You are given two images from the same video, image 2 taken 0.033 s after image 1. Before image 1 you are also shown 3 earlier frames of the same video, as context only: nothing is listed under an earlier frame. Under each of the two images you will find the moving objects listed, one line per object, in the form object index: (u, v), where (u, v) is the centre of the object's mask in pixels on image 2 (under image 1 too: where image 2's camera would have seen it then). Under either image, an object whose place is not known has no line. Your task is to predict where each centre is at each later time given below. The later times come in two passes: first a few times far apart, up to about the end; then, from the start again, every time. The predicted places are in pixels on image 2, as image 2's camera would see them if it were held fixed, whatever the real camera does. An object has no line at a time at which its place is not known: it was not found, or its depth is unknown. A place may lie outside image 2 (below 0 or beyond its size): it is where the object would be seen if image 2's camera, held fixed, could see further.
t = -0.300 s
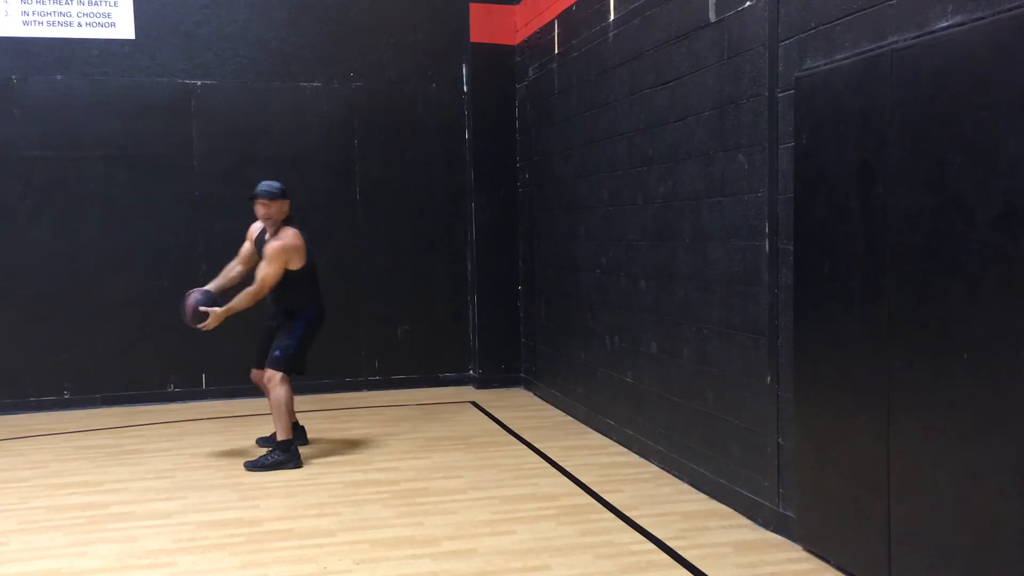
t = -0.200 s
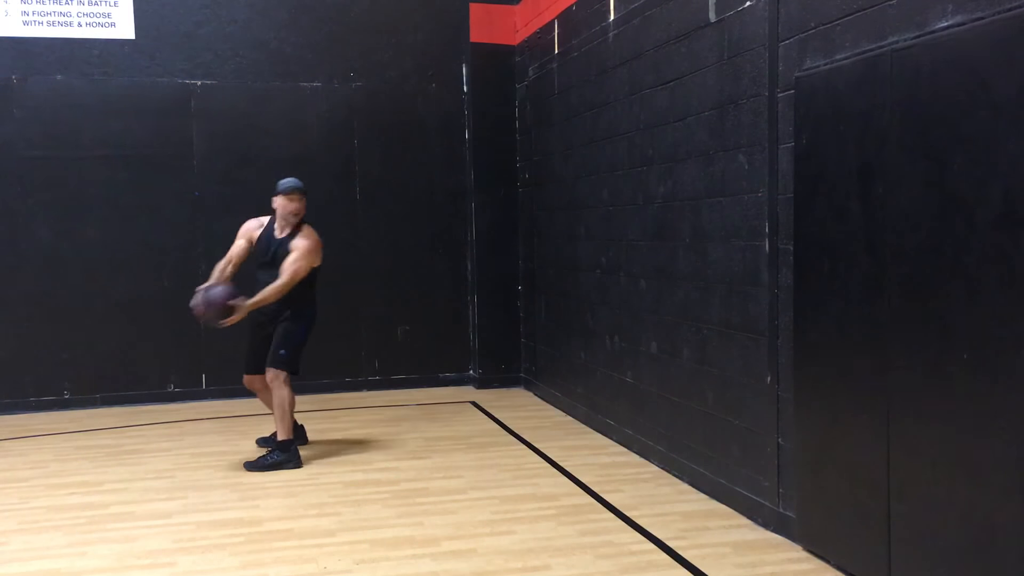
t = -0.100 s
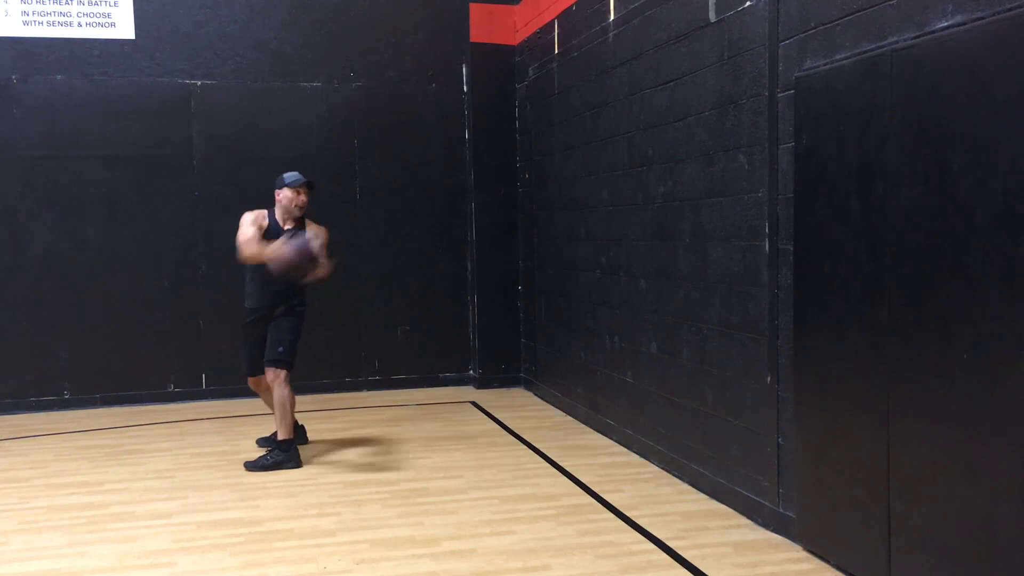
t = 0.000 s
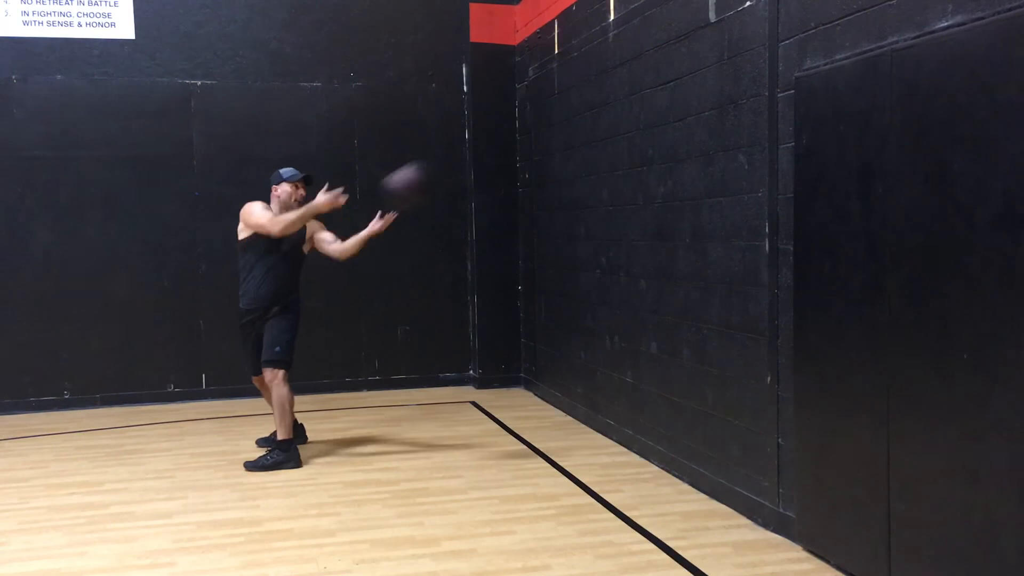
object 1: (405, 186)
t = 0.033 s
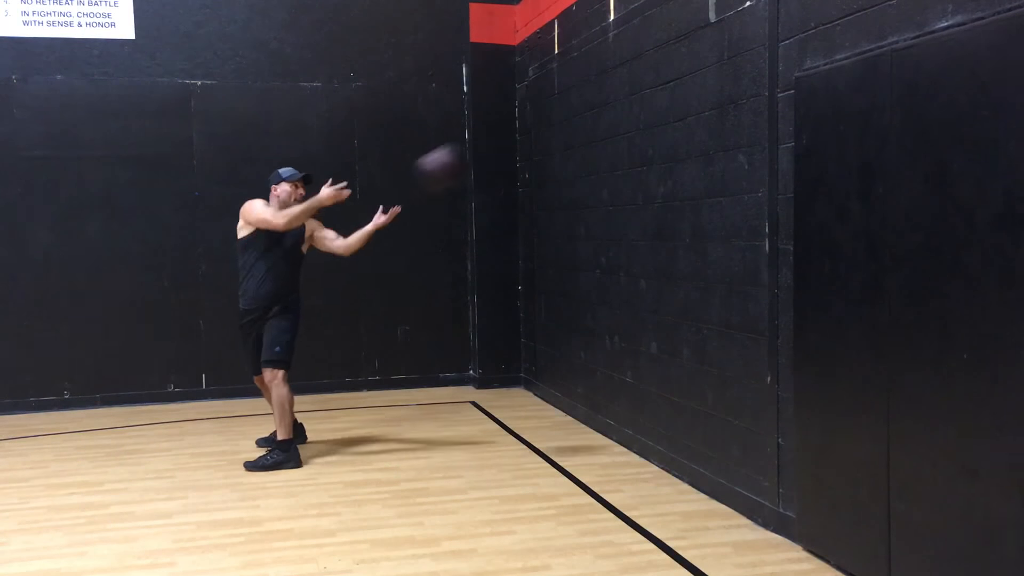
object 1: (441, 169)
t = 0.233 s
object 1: (607, 107)
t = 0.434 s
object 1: (494, 128)
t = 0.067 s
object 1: (474, 150)
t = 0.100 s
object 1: (505, 138)
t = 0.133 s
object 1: (539, 126)
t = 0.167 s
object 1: (572, 116)
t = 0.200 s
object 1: (604, 108)
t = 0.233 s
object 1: (607, 107)
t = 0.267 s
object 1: (589, 104)
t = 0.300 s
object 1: (571, 106)
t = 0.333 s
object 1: (550, 109)
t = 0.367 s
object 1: (534, 112)
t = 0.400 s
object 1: (514, 118)
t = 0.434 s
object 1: (494, 128)
